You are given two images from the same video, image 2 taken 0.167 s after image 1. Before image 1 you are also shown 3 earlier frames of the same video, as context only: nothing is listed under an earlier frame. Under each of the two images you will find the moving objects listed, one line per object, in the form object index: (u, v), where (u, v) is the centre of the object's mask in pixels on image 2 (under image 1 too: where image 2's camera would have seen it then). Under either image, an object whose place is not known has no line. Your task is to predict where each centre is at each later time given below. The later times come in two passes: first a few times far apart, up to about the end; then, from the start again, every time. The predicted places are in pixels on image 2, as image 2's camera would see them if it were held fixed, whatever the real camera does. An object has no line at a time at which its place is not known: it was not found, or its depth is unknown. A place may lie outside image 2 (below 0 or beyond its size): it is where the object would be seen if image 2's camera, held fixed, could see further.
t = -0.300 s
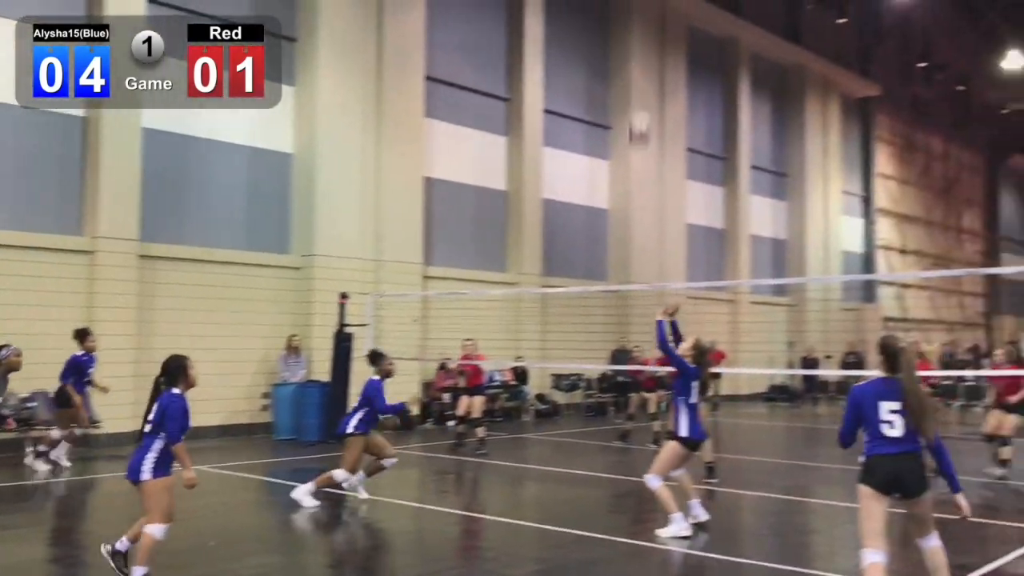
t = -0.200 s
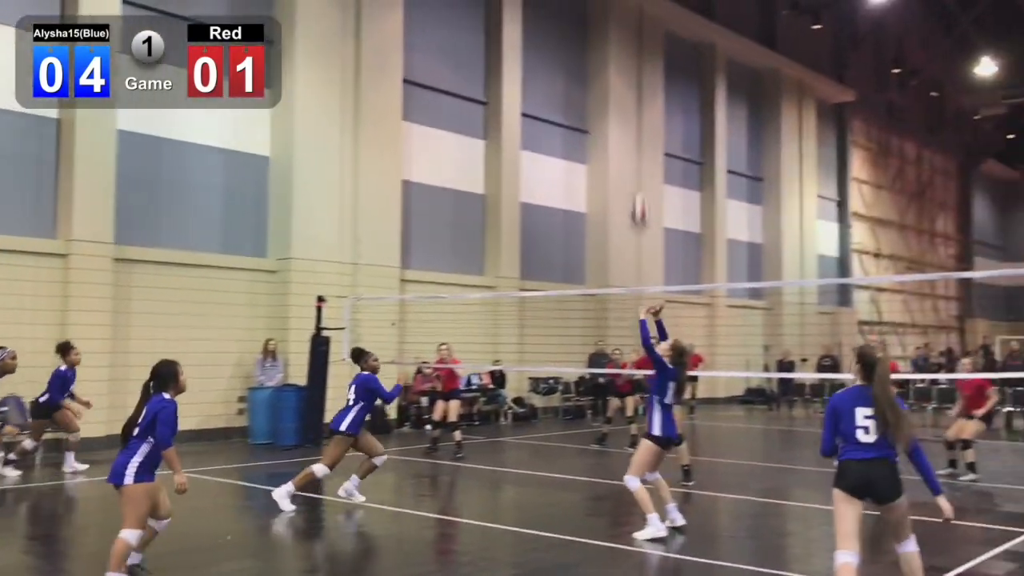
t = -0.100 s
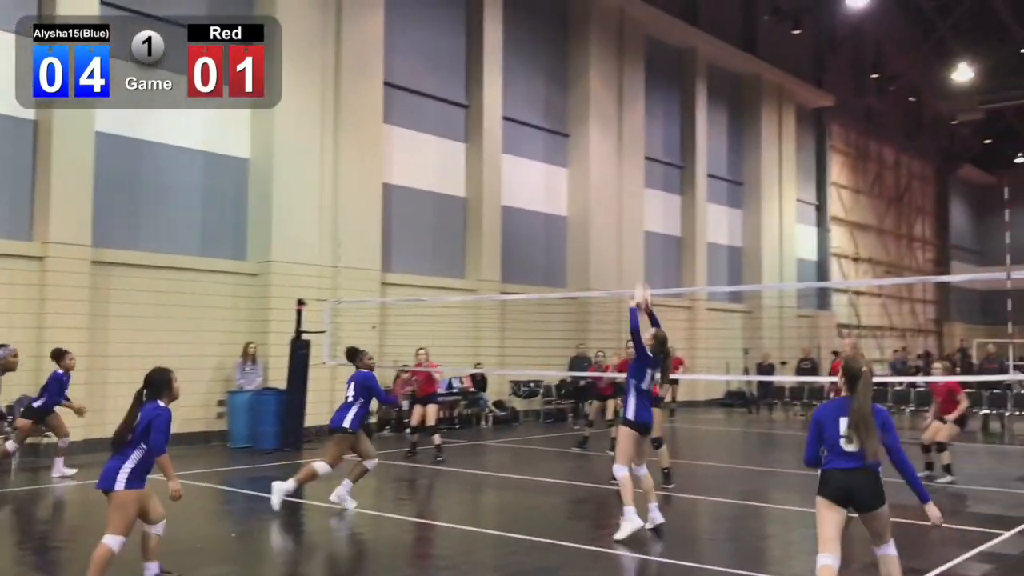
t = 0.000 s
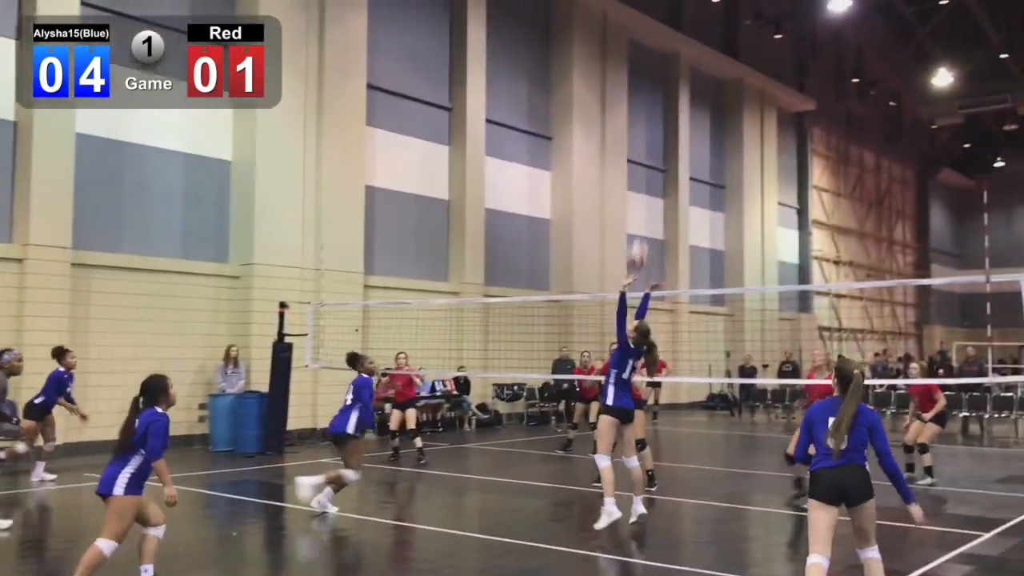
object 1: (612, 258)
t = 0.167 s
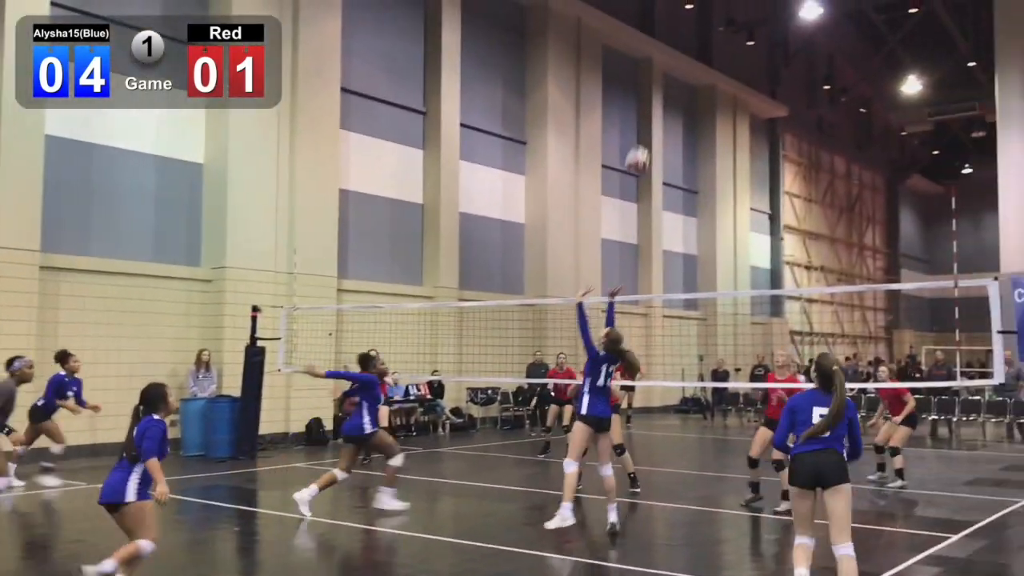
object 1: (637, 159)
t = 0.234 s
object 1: (647, 128)
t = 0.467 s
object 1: (680, 59)
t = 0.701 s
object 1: (712, 49)
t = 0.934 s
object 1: (742, 94)
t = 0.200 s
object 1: (642, 141)
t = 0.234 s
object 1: (647, 128)
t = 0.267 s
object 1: (652, 114)
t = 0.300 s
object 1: (657, 102)
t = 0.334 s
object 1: (662, 92)
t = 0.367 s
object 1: (667, 83)
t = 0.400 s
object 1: (671, 73)
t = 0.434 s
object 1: (676, 66)
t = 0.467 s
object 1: (680, 59)
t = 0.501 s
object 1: (685, 54)
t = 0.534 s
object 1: (689, 50)
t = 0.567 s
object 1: (694, 48)
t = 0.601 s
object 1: (698, 47)
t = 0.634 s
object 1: (703, 47)
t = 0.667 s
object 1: (707, 47)
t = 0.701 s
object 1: (712, 49)
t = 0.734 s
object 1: (716, 53)
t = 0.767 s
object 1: (720, 57)
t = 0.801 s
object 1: (725, 62)
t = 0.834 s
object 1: (729, 68)
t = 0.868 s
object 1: (733, 76)
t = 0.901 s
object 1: (738, 85)
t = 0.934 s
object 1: (742, 94)
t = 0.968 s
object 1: (747, 105)
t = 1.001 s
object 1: (751, 118)
